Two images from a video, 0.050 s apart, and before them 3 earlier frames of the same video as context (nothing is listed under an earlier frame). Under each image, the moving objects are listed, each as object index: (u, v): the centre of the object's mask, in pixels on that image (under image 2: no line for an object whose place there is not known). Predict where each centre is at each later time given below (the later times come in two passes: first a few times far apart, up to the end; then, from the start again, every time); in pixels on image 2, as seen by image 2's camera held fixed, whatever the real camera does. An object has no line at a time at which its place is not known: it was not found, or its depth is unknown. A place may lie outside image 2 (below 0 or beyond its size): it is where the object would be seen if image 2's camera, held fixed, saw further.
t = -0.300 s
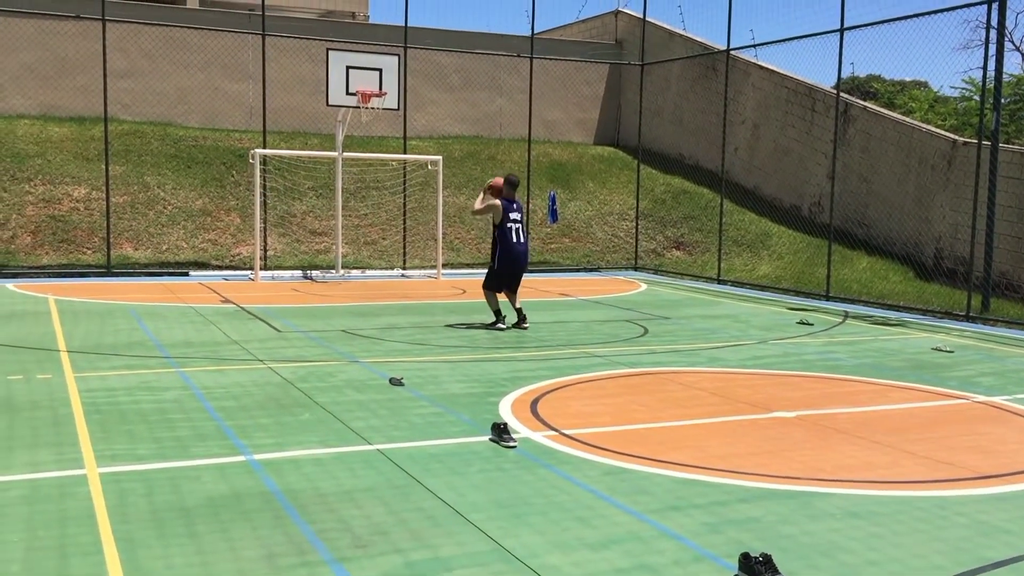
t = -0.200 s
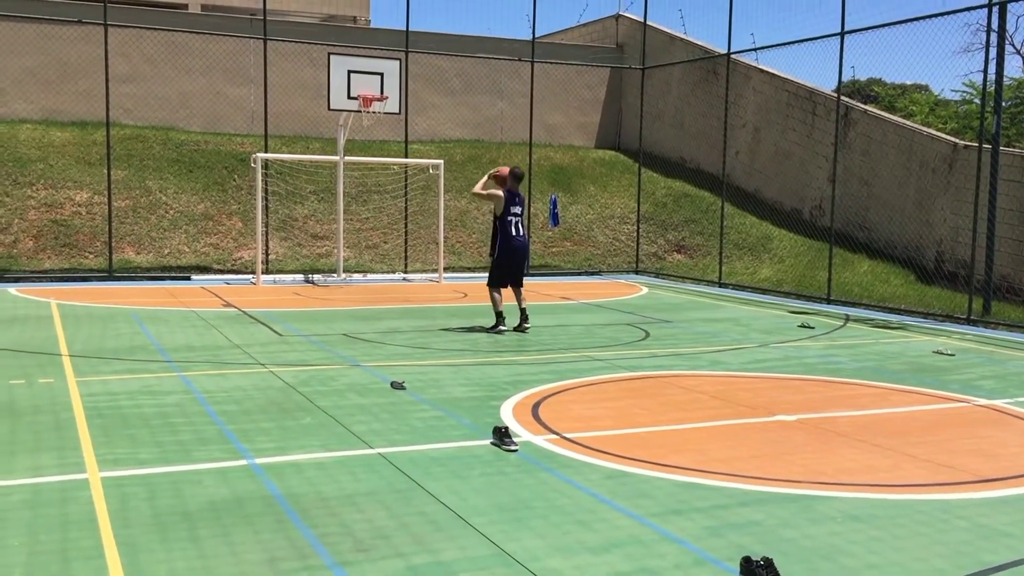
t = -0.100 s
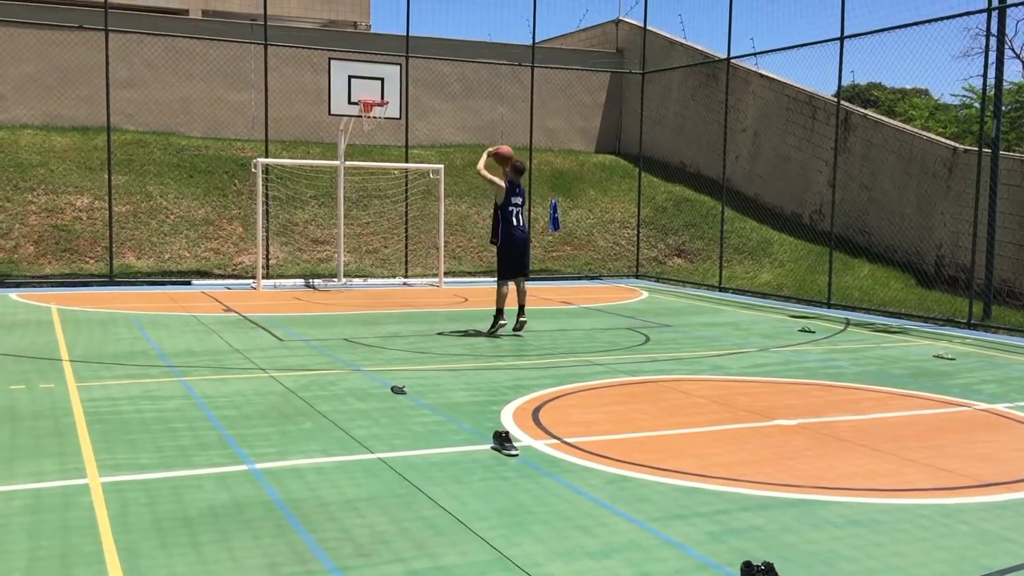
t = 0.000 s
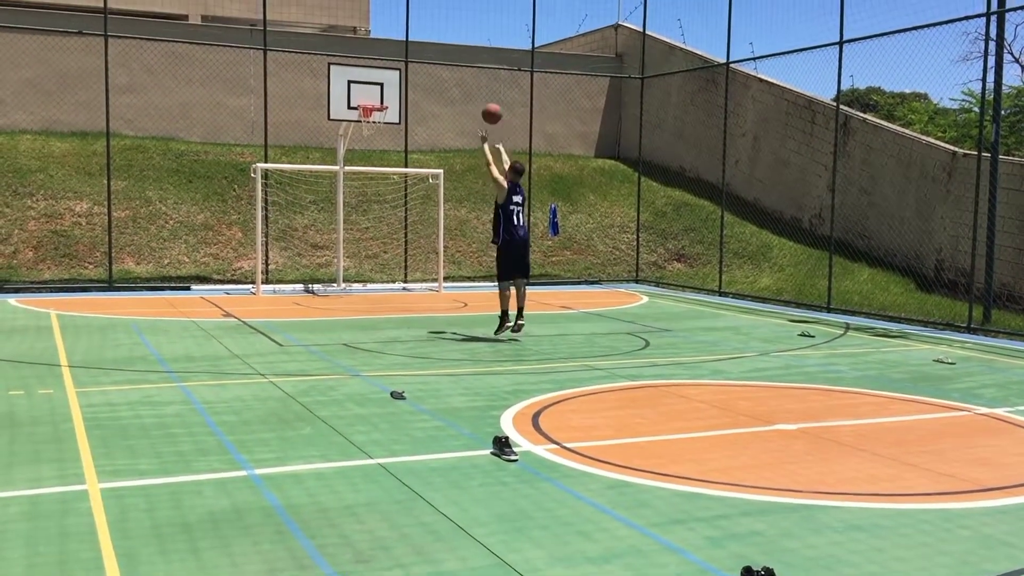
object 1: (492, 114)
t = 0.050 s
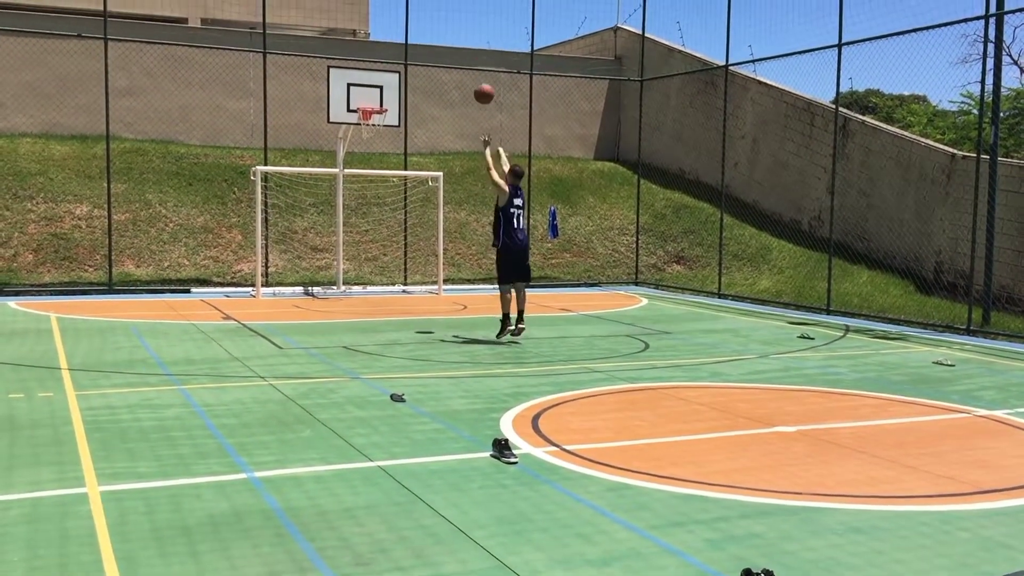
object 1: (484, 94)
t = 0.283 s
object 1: (451, 23)
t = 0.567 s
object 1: (417, 2)
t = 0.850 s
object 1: (387, 38)
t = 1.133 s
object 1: (366, 96)
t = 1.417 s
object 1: (377, 75)
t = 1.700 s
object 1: (389, 106)
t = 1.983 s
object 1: (401, 190)
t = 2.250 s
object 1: (411, 294)
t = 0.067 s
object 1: (481, 87)
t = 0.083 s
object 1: (479, 80)
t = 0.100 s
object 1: (476, 74)
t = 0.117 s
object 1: (474, 68)
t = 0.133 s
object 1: (472, 62)
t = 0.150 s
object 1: (469, 56)
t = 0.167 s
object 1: (467, 52)
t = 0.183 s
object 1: (465, 46)
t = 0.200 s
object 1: (462, 42)
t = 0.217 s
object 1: (460, 37)
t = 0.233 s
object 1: (458, 33)
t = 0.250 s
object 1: (456, 30)
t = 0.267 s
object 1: (453, 26)
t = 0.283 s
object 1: (451, 23)
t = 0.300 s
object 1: (449, 20)
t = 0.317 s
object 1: (447, 17)
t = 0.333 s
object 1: (445, 14)
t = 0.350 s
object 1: (443, 12)
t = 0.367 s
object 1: (441, 10)
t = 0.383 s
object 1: (439, 8)
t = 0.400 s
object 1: (436, 6)
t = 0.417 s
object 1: (434, 5)
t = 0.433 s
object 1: (432, 4)
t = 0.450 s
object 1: (430, 3)
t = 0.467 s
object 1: (428, 2)
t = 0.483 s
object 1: (426, 2)
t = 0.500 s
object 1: (424, 1)
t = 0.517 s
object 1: (422, 1)
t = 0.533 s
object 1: (420, 1)
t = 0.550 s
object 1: (419, 1)
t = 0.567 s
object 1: (417, 2)
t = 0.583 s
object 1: (415, 2)
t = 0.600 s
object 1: (413, 3)
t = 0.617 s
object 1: (411, 4)
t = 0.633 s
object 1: (409, 6)
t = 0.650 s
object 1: (407, 7)
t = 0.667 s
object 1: (405, 9)
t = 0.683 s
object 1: (404, 11)
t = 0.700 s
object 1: (402, 13)
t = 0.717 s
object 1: (400, 15)
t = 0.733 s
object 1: (398, 18)
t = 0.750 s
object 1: (396, 20)
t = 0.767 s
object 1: (395, 23)
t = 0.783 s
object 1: (393, 25)
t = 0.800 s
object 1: (392, 28)
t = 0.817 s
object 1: (390, 32)
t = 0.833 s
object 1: (389, 35)
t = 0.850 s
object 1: (387, 38)
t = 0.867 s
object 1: (385, 42)
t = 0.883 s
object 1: (383, 46)
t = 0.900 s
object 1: (382, 50)
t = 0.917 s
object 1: (381, 54)
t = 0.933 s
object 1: (379, 58)
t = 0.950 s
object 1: (377, 62)
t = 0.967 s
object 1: (376, 67)
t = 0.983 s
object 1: (374, 72)
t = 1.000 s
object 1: (373, 77)
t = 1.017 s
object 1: (371, 82)
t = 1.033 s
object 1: (369, 87)
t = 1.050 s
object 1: (368, 92)
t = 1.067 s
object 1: (366, 98)
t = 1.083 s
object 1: (365, 102)
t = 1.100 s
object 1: (365, 102)
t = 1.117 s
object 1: (365, 99)
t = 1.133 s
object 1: (366, 96)
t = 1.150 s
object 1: (367, 93)
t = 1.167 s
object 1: (367, 91)
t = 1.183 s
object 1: (368, 89)
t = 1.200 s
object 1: (369, 87)
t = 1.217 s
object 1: (369, 85)
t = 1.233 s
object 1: (370, 83)
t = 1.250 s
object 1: (371, 81)
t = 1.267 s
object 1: (372, 79)
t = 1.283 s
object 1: (372, 79)
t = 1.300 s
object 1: (373, 78)
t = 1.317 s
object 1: (374, 77)
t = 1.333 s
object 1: (374, 75)
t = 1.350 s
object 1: (375, 75)
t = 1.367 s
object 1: (375, 75)
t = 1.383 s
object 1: (376, 75)
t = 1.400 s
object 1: (377, 75)
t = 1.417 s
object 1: (377, 75)
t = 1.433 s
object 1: (378, 75)
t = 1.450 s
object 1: (379, 75)
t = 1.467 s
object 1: (379, 76)
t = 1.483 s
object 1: (380, 77)
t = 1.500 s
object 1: (381, 78)
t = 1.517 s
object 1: (381, 79)
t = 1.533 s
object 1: (382, 81)
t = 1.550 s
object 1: (383, 82)
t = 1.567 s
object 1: (383, 85)
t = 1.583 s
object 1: (384, 87)
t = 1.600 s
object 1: (385, 89)
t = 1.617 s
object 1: (385, 91)
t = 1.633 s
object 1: (386, 93)
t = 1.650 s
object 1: (387, 96)
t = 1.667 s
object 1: (388, 99)
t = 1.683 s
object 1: (388, 102)
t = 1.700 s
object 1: (389, 106)
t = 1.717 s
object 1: (389, 109)
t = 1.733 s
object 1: (390, 112)
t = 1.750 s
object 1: (391, 117)
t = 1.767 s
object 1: (392, 120)
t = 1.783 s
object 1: (392, 125)
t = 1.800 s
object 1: (393, 129)
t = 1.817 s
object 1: (394, 133)
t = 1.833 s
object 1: (395, 138)
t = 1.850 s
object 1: (395, 143)
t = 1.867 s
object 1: (395, 148)
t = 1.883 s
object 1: (397, 153)
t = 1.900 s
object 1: (397, 158)
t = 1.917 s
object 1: (398, 164)
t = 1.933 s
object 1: (399, 171)
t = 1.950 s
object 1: (399, 177)
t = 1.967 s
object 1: (400, 182)
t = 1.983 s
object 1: (401, 190)
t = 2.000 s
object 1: (401, 196)
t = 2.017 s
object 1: (402, 203)
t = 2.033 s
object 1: (404, 210)
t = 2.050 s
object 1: (404, 217)
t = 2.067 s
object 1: (405, 225)
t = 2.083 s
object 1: (405, 233)
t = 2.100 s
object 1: (406, 241)
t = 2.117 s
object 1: (407, 249)
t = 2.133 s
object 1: (408, 257)
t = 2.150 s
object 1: (408, 266)
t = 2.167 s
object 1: (409, 275)
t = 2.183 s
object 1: (409, 284)
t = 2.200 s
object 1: (410, 293)
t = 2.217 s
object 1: (411, 303)
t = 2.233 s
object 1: (411, 301)
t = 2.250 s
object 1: (411, 294)
